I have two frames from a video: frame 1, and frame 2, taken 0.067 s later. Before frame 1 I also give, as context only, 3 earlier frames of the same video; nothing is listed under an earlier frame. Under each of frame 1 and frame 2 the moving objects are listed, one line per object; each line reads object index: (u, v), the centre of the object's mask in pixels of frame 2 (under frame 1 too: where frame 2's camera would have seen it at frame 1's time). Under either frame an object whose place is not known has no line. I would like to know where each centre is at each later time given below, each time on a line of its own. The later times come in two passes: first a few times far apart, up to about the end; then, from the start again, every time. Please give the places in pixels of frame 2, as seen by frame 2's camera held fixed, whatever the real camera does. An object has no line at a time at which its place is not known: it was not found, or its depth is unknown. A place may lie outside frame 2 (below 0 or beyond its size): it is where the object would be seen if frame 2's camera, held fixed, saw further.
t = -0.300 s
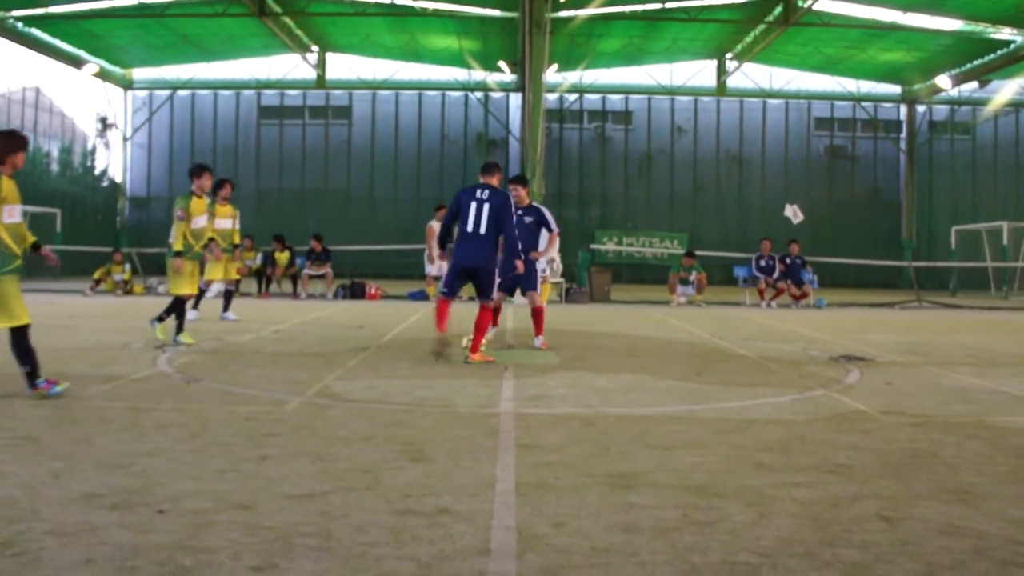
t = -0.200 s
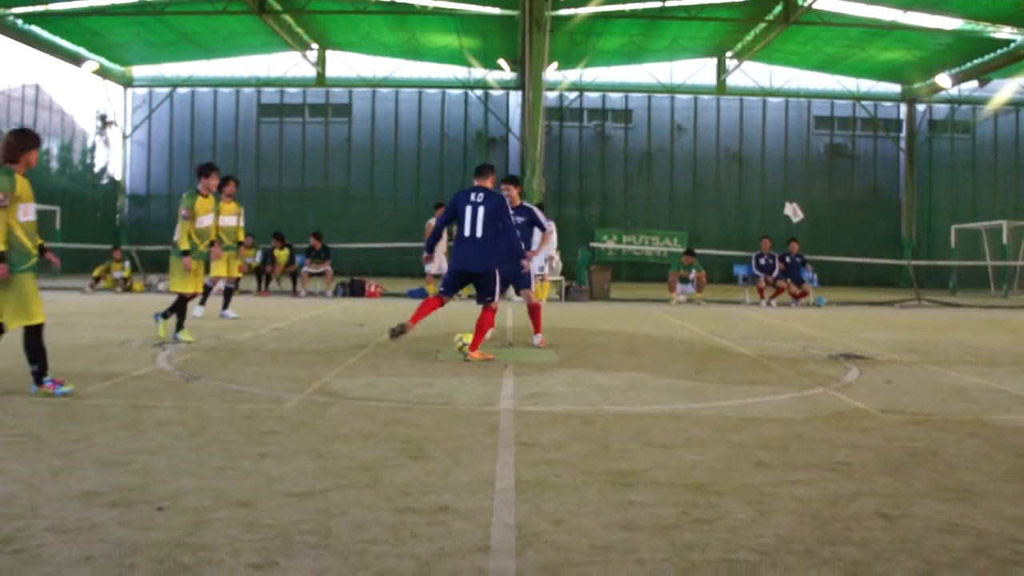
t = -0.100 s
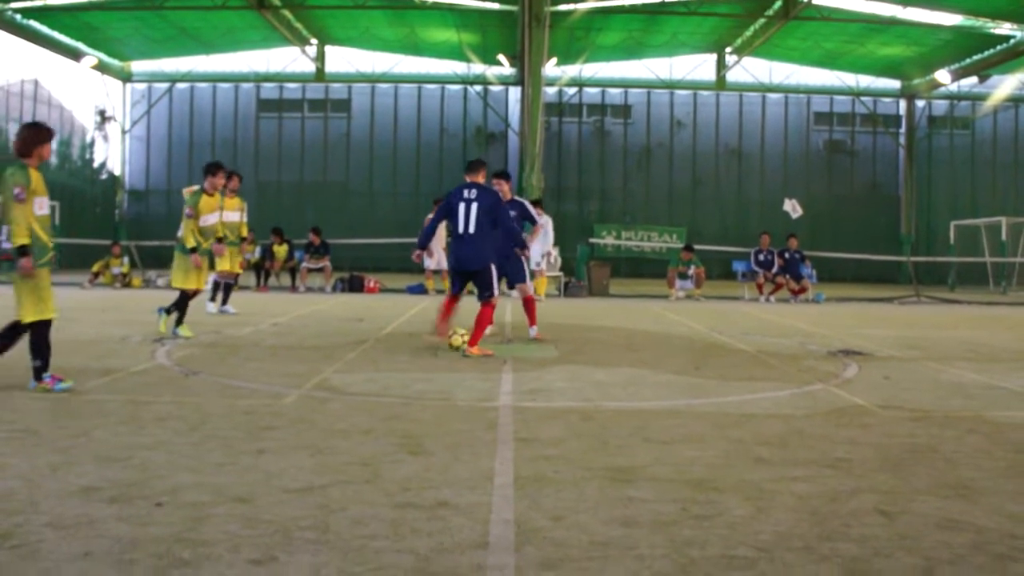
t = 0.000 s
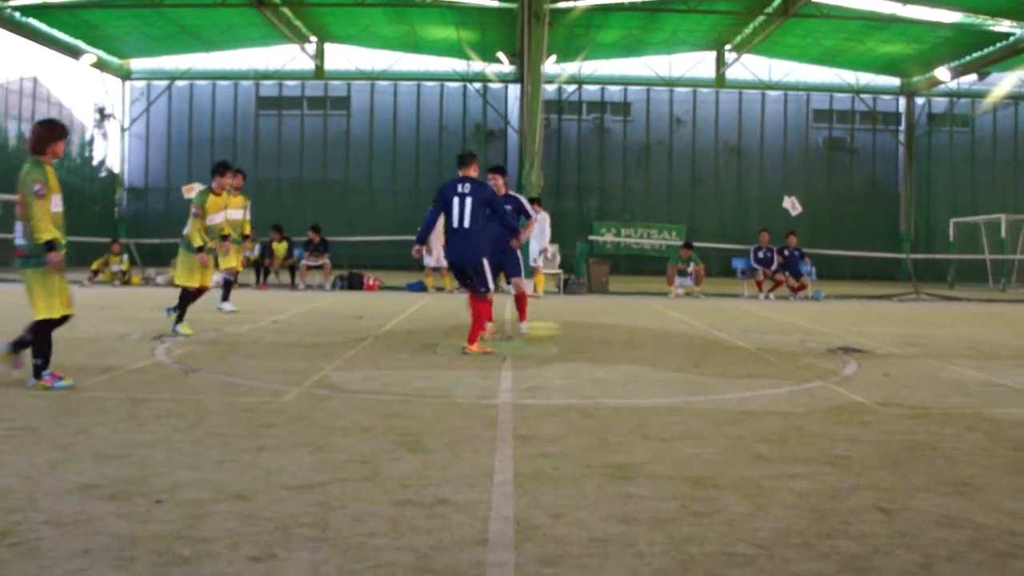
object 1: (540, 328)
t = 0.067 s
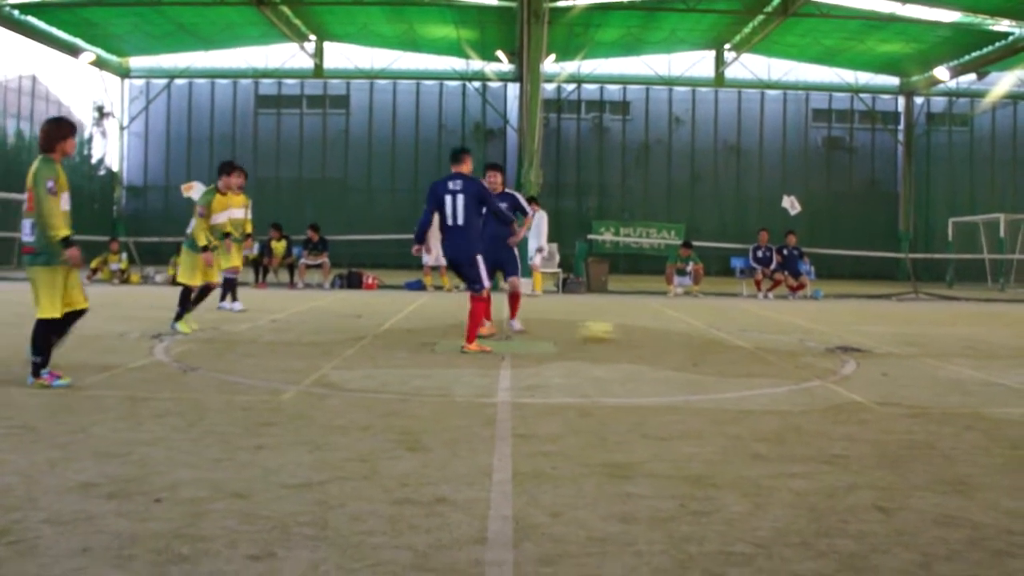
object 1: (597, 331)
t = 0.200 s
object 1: (701, 331)
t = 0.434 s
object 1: (833, 330)
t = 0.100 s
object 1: (627, 331)
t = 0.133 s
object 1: (650, 331)
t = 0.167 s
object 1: (678, 330)
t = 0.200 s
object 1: (701, 331)
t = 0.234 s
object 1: (720, 331)
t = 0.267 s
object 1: (744, 333)
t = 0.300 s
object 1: (763, 331)
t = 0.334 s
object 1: (782, 331)
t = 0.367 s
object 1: (801, 331)
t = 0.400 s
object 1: (818, 331)
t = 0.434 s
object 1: (833, 330)
